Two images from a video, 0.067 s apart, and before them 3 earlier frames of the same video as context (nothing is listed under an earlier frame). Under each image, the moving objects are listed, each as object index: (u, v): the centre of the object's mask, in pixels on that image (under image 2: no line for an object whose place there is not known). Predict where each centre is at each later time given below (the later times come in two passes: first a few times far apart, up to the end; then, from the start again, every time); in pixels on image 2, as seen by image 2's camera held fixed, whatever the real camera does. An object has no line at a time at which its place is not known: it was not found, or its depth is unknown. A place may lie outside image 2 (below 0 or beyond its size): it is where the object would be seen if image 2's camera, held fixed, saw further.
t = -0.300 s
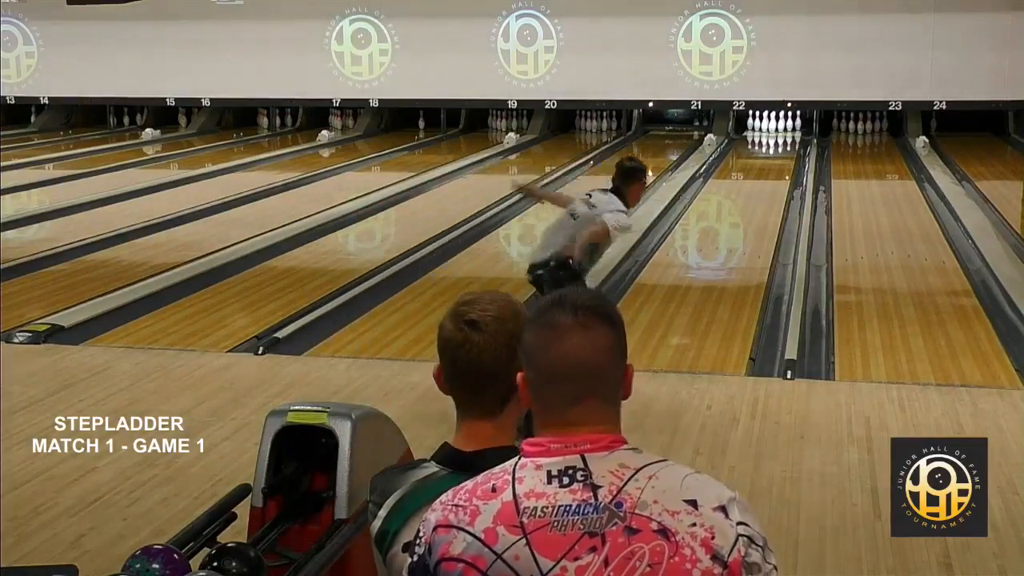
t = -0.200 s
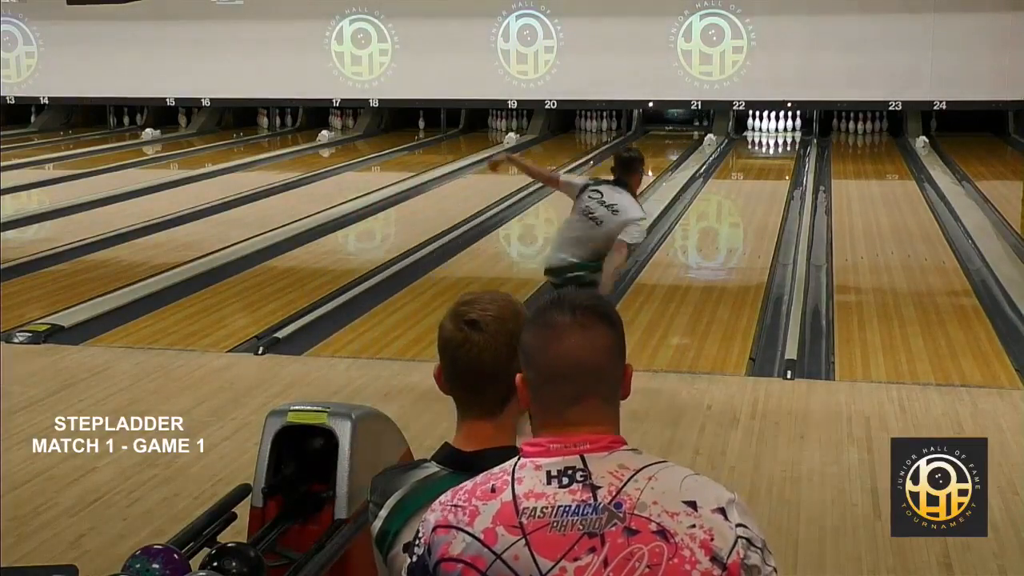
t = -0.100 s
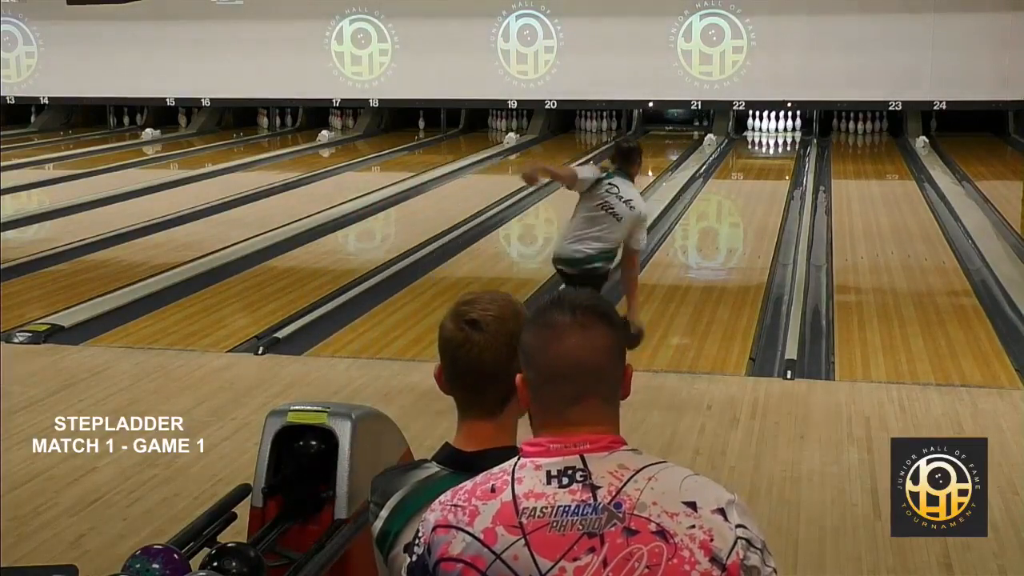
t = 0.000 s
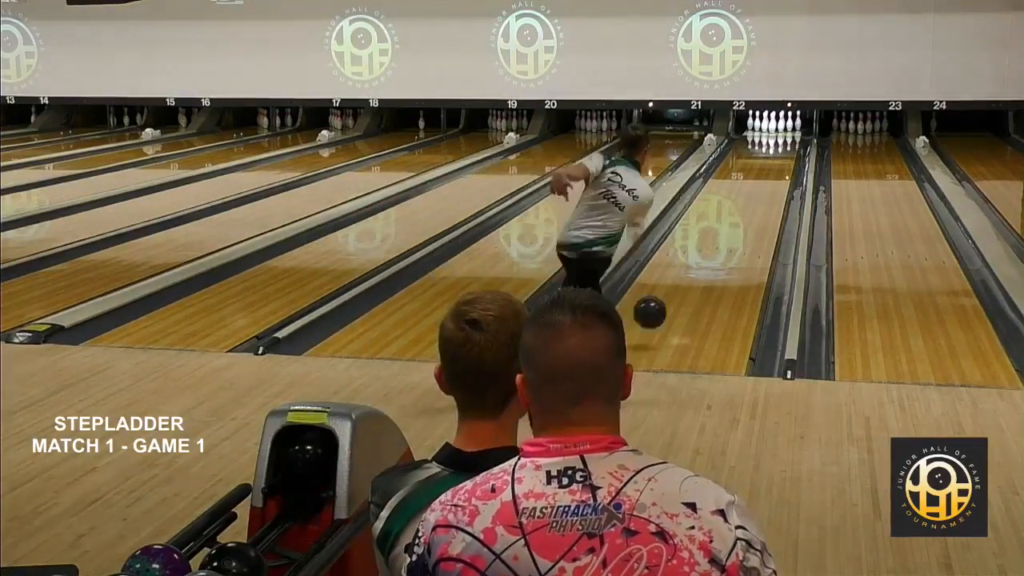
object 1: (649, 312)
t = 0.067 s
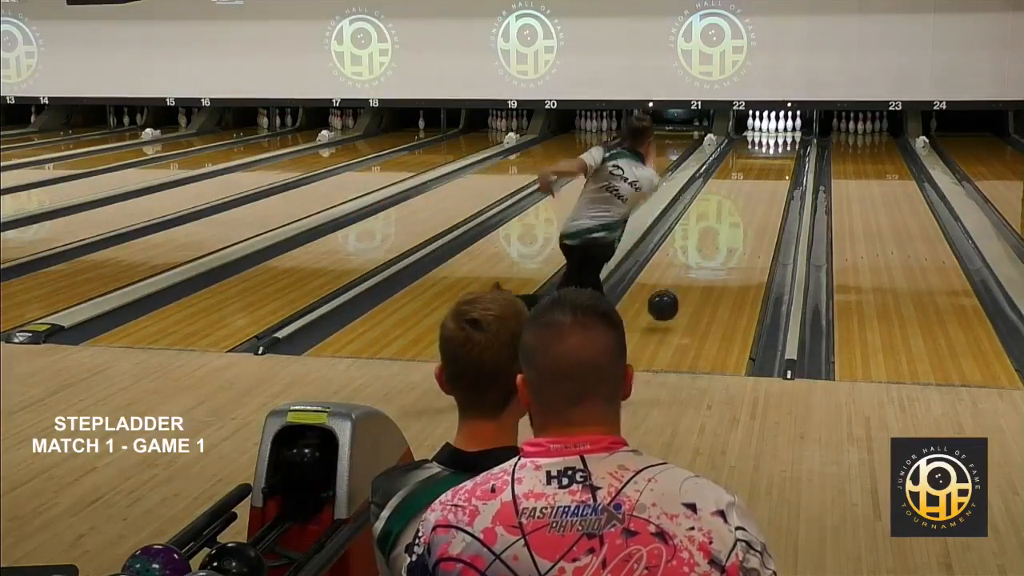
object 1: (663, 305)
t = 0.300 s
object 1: (699, 266)
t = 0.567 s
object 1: (727, 228)
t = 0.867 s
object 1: (749, 196)
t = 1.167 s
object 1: (764, 173)
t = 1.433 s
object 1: (774, 157)
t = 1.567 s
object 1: (779, 151)
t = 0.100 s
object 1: (669, 304)
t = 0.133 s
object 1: (674, 300)
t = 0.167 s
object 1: (680, 292)
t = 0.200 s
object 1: (685, 285)
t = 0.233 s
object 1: (690, 279)
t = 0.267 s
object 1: (694, 273)
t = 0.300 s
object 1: (699, 266)
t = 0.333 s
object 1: (703, 261)
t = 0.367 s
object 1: (707, 255)
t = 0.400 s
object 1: (710, 251)
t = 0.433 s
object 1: (714, 246)
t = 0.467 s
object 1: (717, 241)
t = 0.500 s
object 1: (721, 237)
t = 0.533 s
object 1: (724, 232)
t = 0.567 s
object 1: (727, 228)
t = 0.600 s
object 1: (730, 224)
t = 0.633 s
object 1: (733, 220)
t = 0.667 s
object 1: (735, 216)
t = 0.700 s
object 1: (738, 212)
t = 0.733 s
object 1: (740, 209)
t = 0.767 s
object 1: (742, 206)
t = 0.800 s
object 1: (745, 202)
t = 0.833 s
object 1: (747, 199)
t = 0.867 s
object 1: (749, 196)
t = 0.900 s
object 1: (751, 193)
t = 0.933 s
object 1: (752, 190)
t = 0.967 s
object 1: (755, 187)
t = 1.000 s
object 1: (756, 185)
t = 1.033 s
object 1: (758, 182)
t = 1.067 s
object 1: (760, 180)
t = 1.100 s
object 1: (761, 177)
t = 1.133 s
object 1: (763, 175)
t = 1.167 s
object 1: (764, 173)
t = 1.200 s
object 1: (766, 171)
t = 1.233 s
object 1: (767, 169)
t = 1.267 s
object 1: (768, 167)
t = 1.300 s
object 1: (770, 165)
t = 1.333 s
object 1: (771, 163)
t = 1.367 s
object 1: (772, 161)
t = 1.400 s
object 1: (773, 160)
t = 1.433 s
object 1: (774, 157)
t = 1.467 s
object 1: (776, 155)
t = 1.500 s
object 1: (776, 154)
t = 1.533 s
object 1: (777, 153)
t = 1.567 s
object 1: (779, 151)
